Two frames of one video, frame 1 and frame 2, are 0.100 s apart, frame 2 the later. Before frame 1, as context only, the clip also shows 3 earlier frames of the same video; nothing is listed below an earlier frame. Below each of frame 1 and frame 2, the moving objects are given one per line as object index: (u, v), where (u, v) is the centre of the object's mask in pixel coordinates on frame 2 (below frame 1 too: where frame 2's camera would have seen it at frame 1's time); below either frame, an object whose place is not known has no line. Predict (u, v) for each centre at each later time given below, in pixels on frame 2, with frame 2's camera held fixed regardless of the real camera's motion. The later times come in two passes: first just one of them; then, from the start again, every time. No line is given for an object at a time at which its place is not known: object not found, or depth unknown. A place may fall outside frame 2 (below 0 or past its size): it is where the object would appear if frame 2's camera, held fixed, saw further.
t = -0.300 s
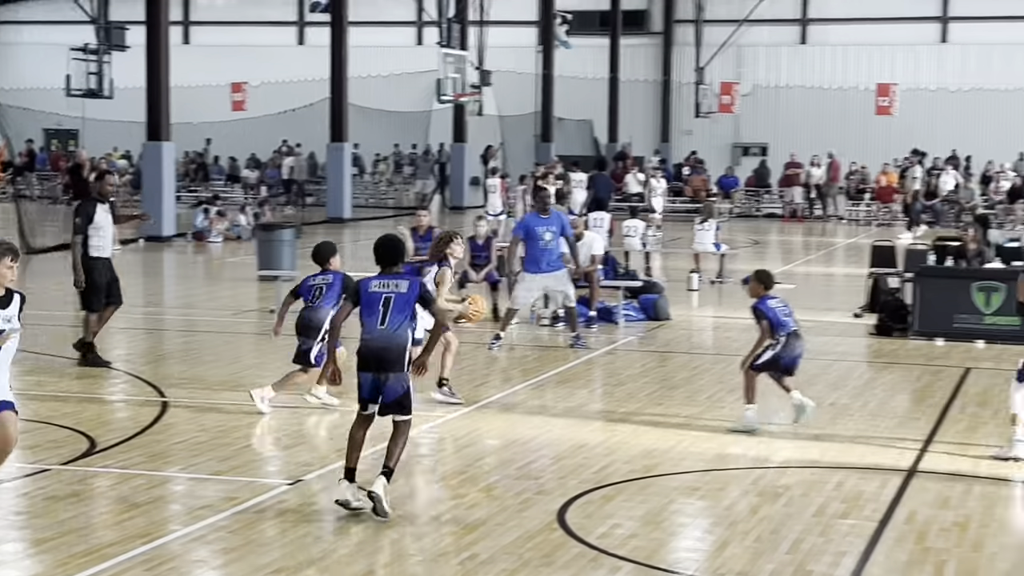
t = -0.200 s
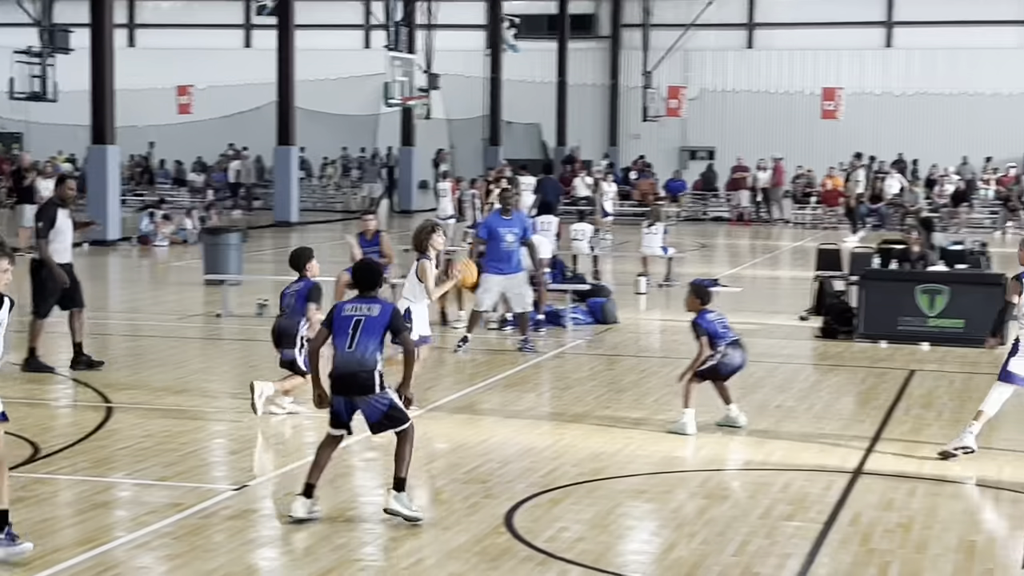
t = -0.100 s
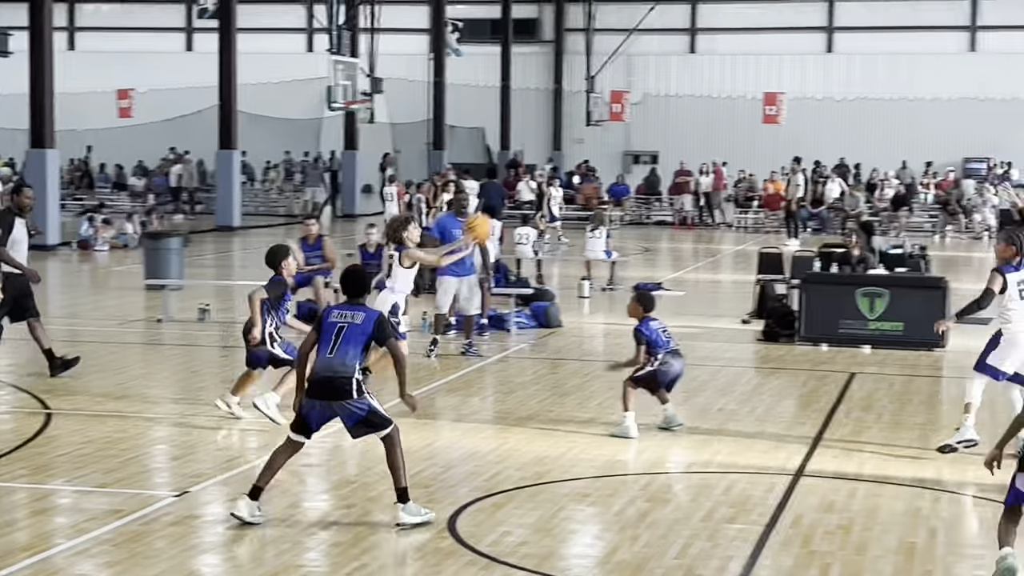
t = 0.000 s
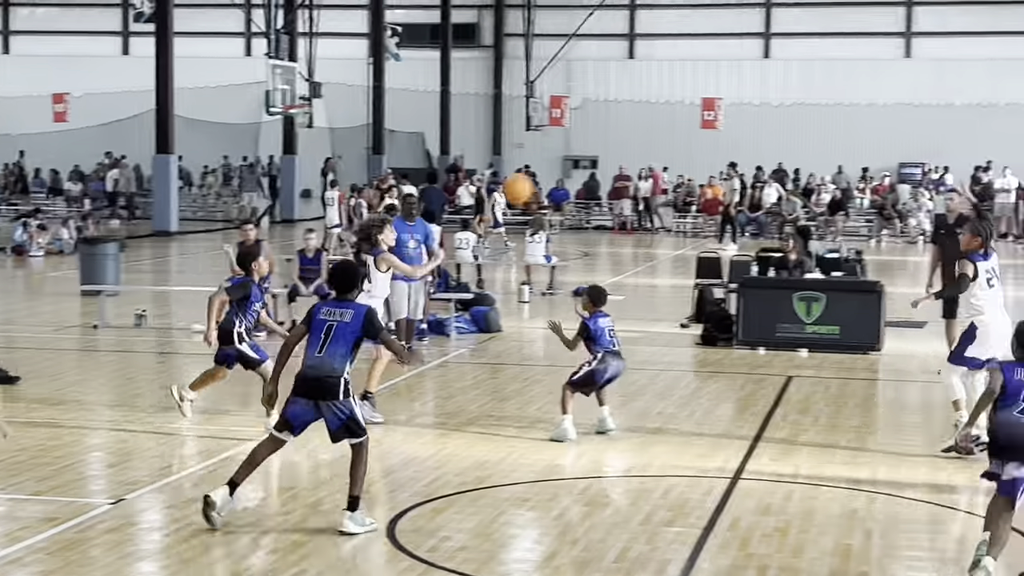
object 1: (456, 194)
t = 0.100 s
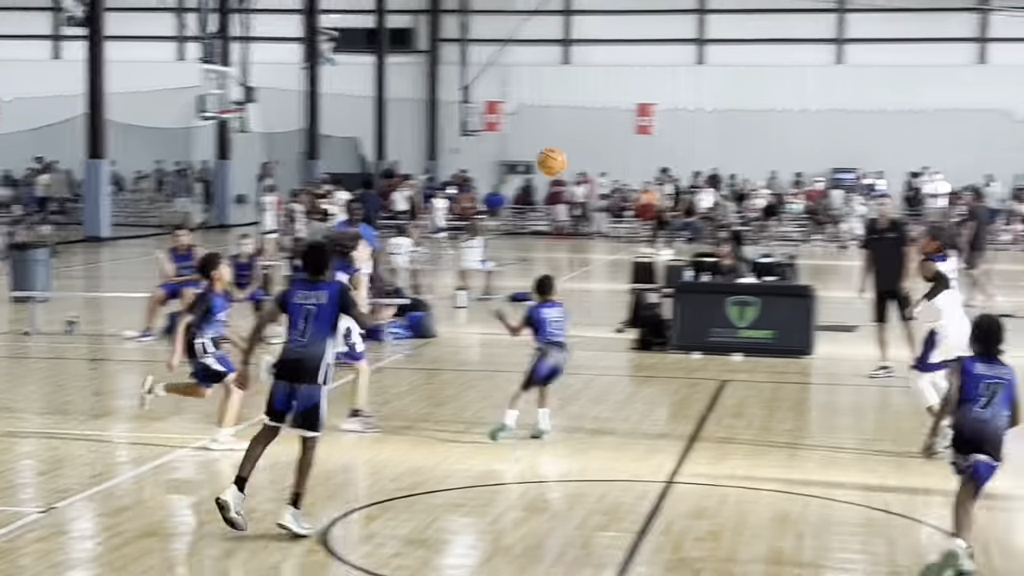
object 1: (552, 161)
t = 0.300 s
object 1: (744, 134)
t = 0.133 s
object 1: (583, 153)
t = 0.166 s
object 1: (616, 147)
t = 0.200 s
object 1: (648, 140)
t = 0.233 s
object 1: (680, 137)
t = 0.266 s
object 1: (712, 135)
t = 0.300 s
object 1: (744, 134)
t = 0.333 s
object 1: (776, 134)
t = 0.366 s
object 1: (807, 136)
